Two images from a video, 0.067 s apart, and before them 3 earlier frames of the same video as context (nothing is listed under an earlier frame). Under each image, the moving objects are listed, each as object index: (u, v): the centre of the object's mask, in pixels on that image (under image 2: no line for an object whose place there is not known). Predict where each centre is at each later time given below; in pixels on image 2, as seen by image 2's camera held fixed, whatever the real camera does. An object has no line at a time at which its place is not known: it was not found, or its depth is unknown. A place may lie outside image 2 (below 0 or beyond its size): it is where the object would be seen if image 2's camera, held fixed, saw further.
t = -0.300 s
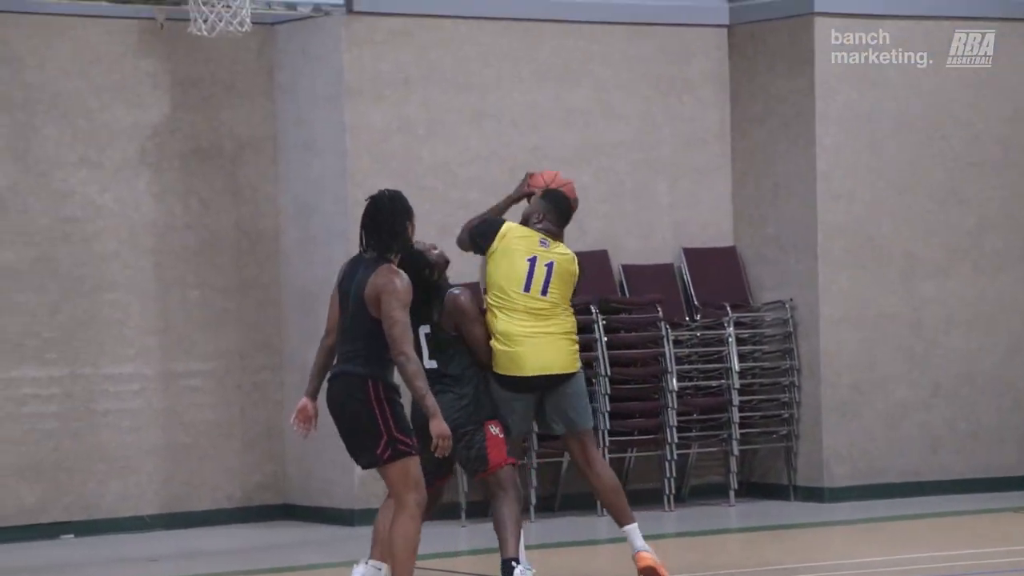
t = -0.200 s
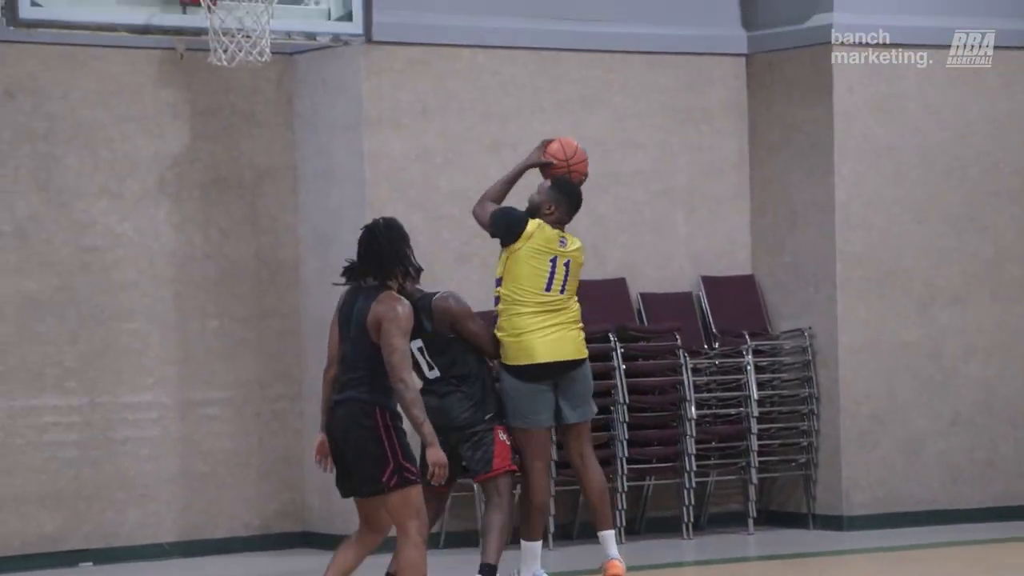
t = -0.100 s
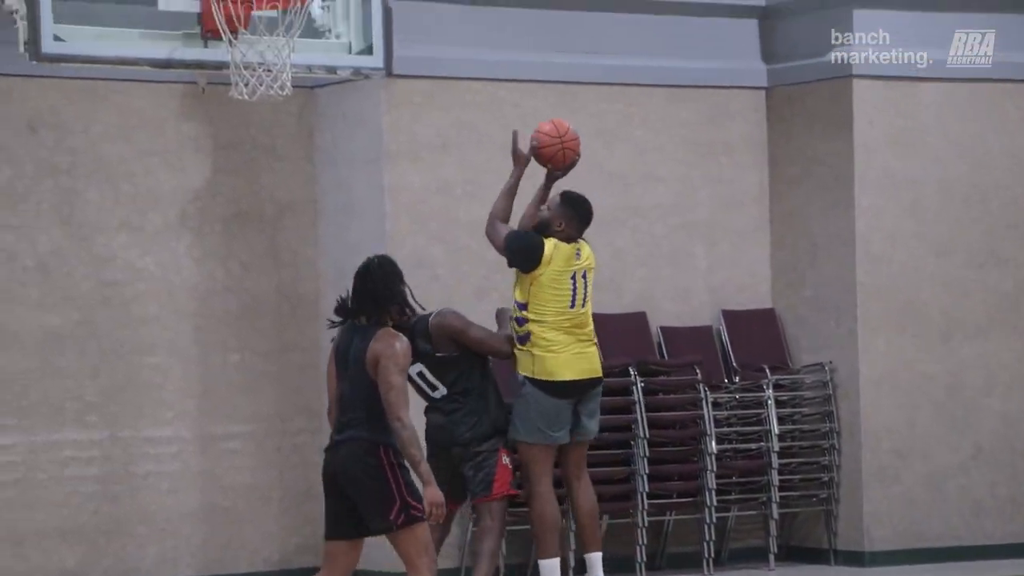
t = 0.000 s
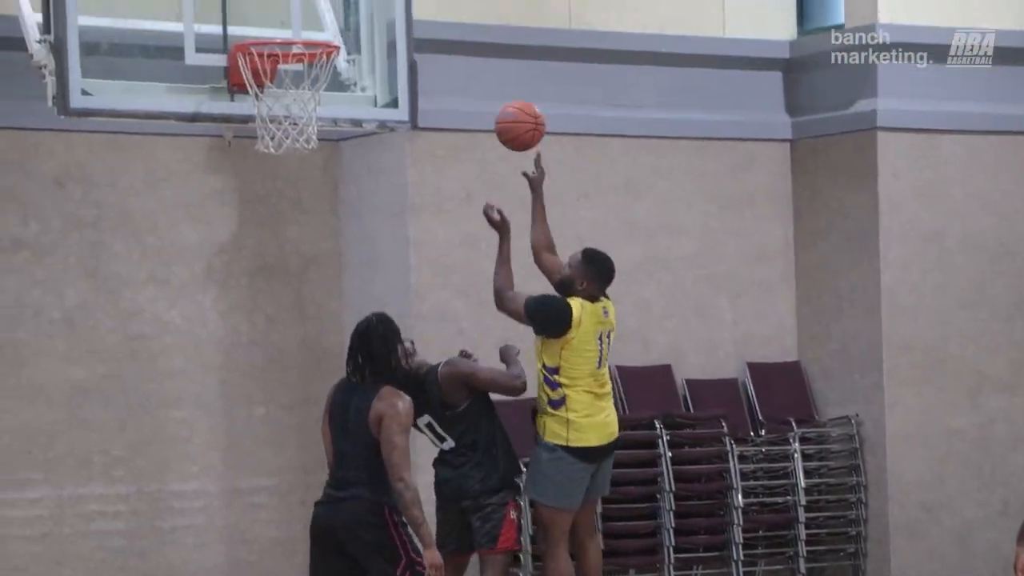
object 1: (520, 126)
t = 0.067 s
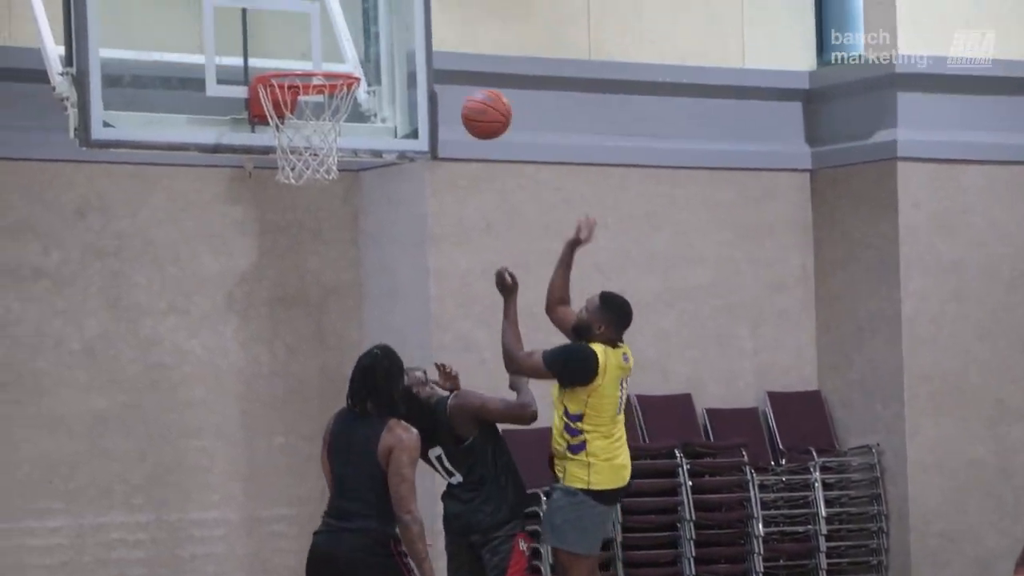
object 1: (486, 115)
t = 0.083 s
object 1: (473, 105)
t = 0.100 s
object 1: (460, 96)
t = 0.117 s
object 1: (447, 89)
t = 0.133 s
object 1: (434, 80)
